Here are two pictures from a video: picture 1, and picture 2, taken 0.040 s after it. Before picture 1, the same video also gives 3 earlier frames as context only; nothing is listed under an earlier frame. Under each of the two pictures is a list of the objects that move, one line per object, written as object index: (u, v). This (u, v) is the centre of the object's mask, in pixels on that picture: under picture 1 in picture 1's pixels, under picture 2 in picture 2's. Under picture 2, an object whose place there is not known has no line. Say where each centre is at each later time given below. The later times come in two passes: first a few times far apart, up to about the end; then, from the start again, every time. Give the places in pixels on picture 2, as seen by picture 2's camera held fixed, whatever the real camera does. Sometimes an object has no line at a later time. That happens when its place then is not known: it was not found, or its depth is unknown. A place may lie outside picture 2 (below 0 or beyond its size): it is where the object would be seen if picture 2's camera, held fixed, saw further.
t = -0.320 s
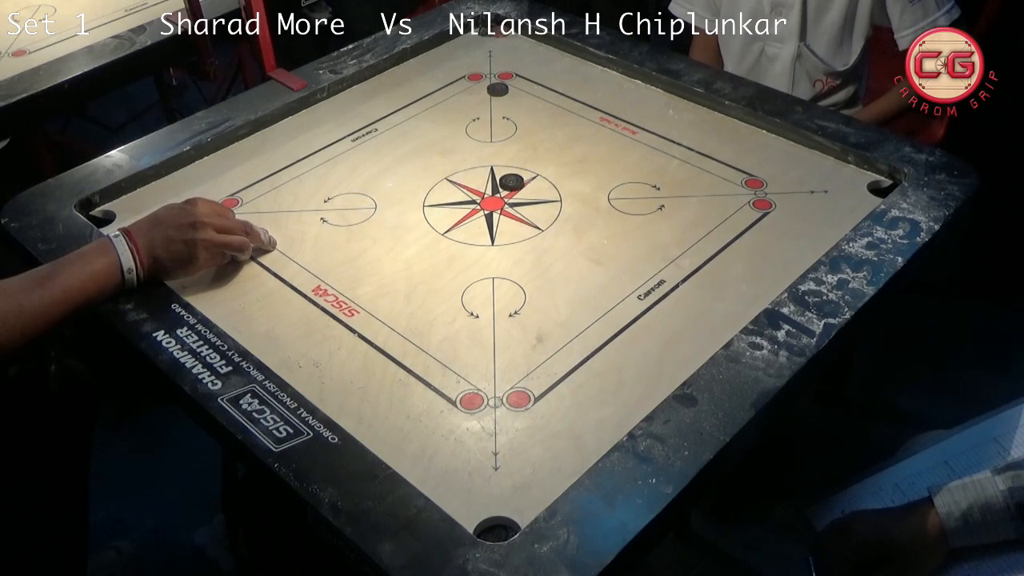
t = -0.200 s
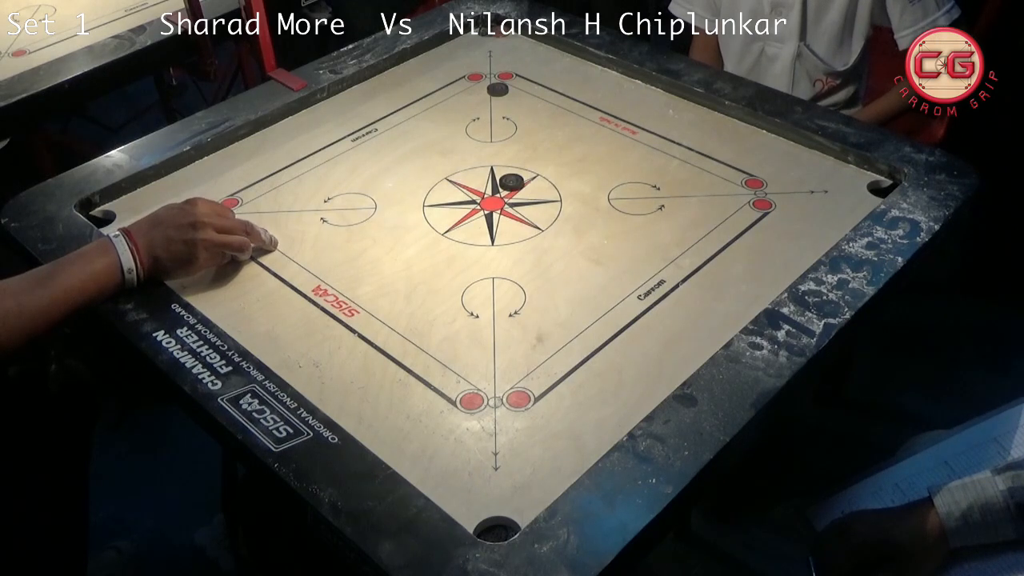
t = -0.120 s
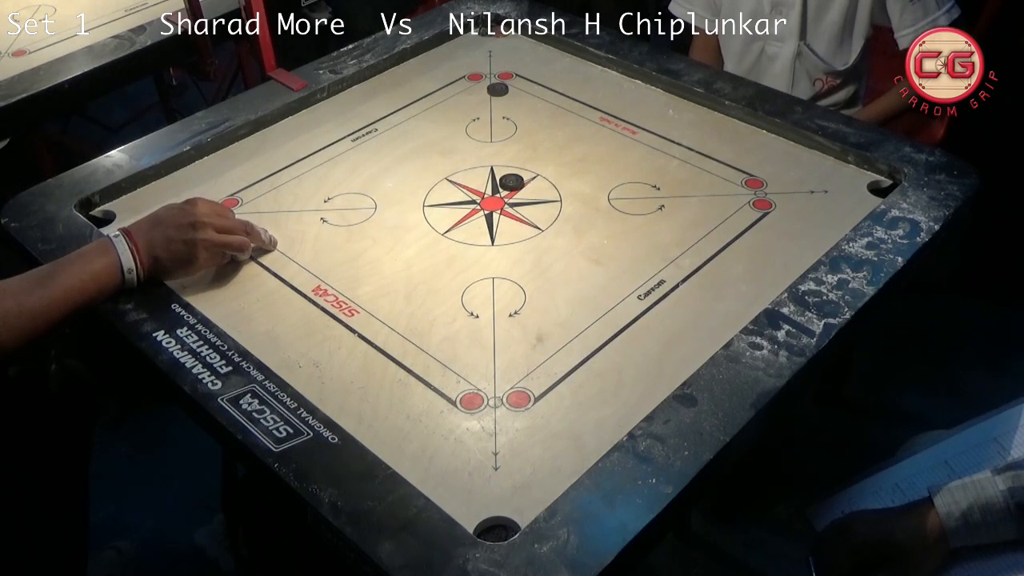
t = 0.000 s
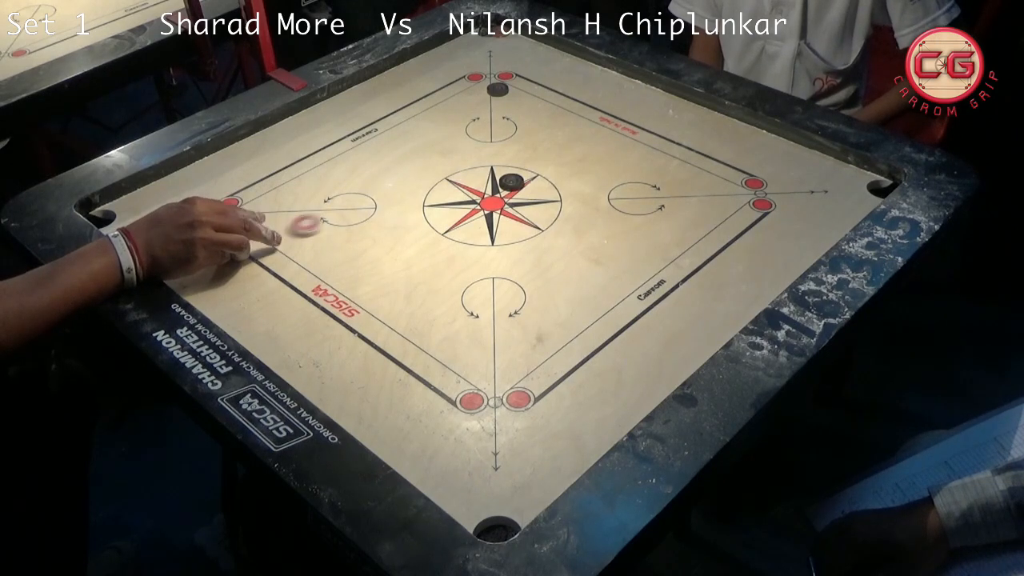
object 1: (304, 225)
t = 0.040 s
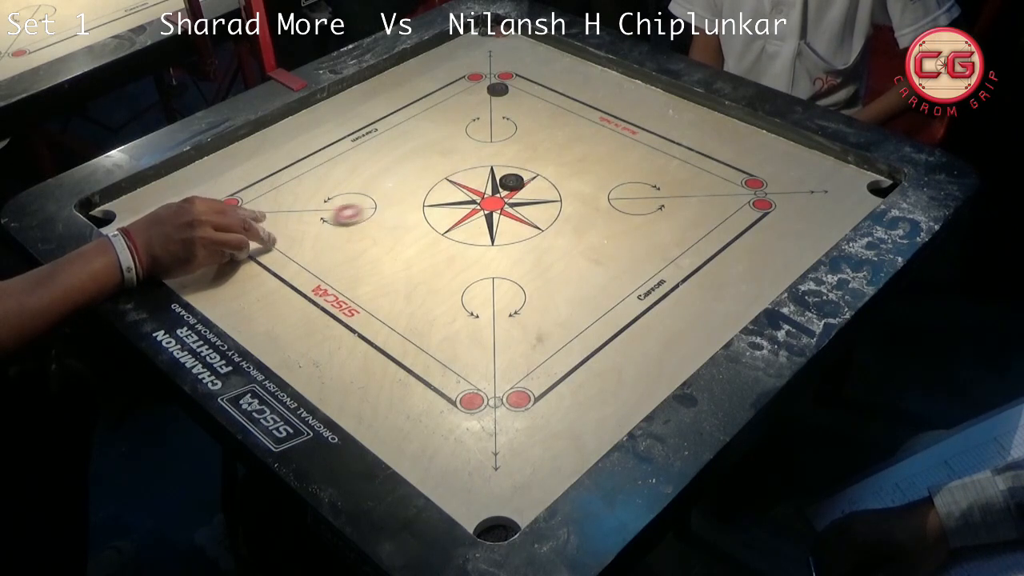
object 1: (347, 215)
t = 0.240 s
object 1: (507, 168)
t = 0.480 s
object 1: (584, 130)
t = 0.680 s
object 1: (622, 110)
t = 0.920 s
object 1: (640, 101)
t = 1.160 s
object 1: (640, 101)
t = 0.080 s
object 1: (388, 204)
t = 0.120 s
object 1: (425, 194)
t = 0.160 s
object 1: (461, 184)
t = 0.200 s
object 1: (490, 176)
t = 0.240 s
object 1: (507, 168)
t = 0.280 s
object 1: (523, 160)
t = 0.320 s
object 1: (538, 153)
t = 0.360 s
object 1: (551, 147)
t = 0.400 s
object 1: (563, 141)
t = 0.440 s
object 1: (573, 135)
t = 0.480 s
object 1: (584, 130)
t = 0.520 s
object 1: (593, 125)
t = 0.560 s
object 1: (601, 121)
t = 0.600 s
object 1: (609, 117)
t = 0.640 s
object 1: (616, 113)
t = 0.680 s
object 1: (622, 110)
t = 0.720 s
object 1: (627, 106)
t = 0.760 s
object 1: (630, 105)
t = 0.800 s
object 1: (634, 104)
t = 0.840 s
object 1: (637, 102)
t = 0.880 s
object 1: (639, 101)
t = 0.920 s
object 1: (640, 101)
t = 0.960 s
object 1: (640, 100)
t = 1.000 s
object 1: (640, 101)
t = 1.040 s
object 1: (640, 101)
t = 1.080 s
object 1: (640, 101)
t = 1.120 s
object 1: (640, 101)
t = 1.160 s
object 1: (640, 101)
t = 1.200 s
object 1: (640, 101)
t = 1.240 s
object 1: (640, 101)
